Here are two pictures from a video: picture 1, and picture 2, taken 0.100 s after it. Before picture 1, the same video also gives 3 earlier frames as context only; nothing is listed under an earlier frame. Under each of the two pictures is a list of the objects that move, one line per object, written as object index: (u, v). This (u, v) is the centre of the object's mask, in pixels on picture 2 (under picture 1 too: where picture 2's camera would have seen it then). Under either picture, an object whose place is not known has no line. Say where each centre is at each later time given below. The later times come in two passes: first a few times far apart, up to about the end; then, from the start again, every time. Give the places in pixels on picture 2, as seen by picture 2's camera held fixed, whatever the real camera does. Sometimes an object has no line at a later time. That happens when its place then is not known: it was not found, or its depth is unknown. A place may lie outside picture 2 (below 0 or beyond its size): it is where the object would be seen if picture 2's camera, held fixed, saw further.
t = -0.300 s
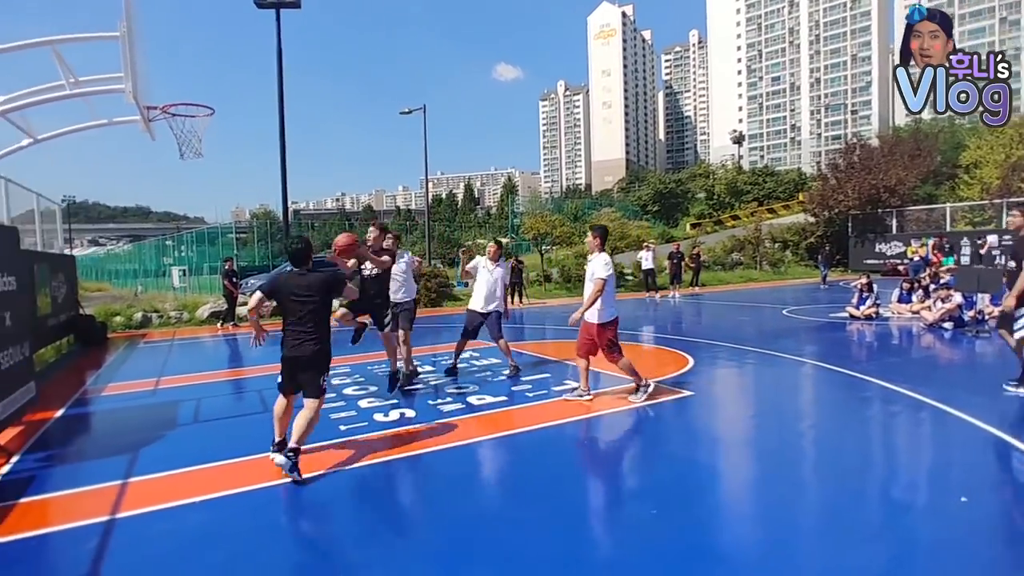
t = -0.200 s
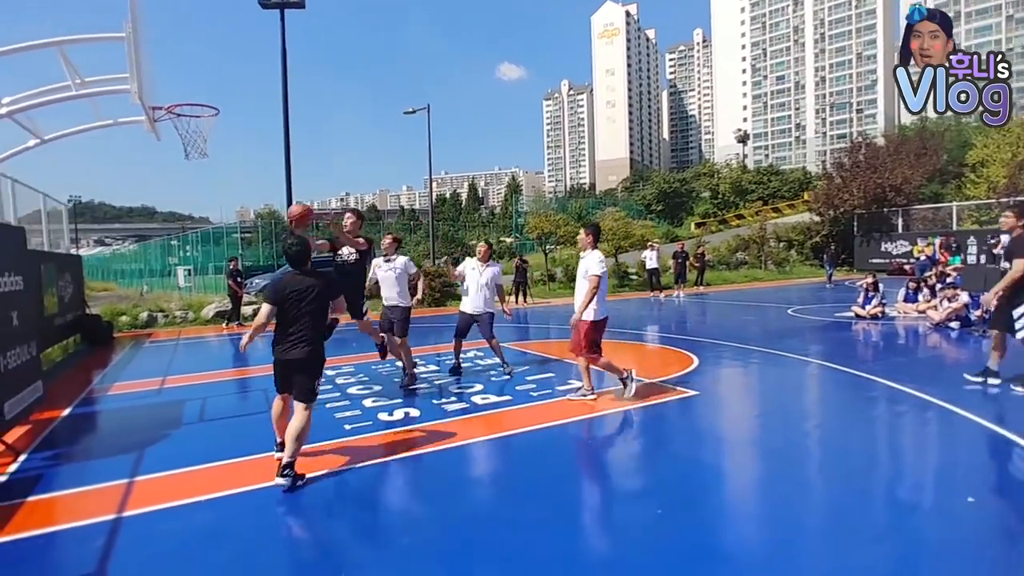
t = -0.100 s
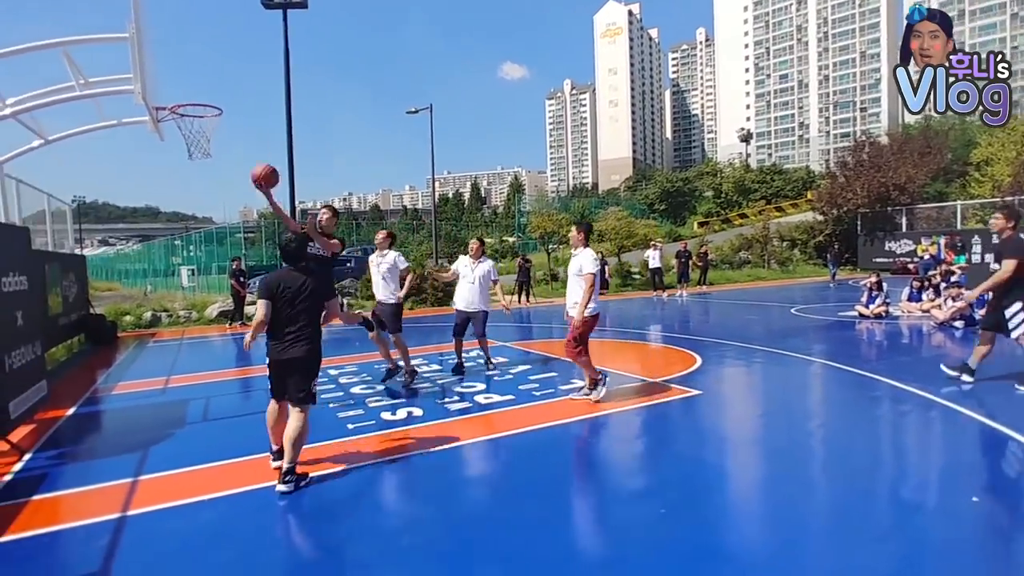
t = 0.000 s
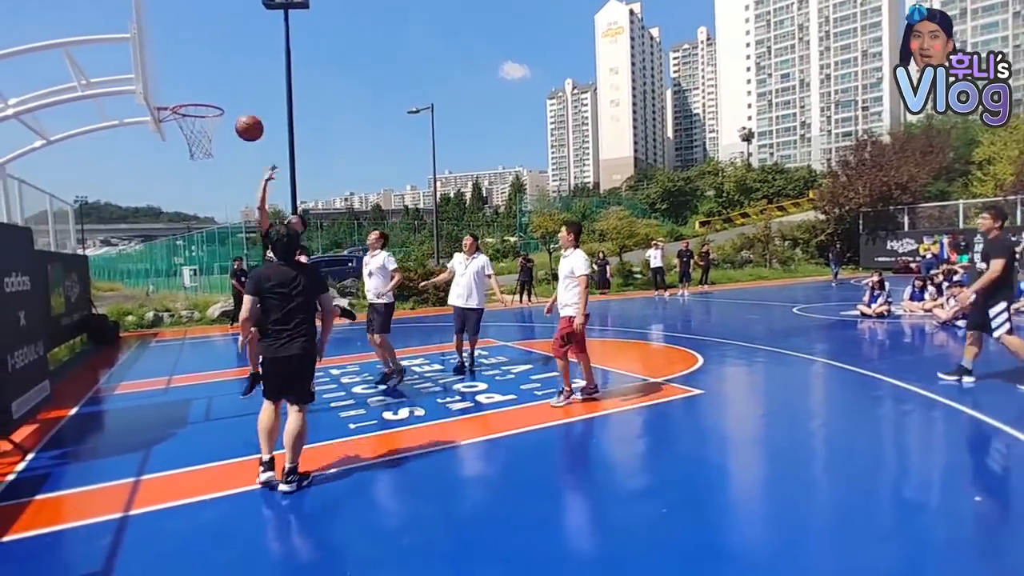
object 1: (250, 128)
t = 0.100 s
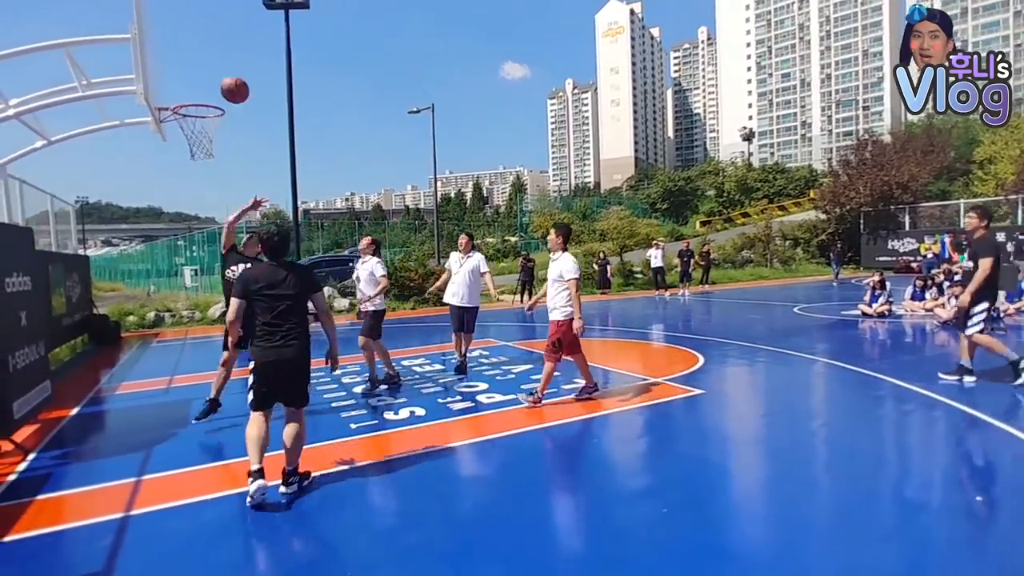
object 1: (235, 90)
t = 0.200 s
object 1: (220, 62)
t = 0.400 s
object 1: (194, 38)
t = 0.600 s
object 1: (171, 57)
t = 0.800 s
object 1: (183, 88)
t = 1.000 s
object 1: (193, 76)
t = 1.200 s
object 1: (204, 94)
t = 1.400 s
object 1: (219, 92)
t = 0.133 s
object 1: (230, 79)
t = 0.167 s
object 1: (225, 70)
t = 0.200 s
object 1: (220, 62)
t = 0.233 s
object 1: (216, 56)
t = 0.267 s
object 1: (211, 50)
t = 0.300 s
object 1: (207, 45)
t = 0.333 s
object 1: (203, 41)
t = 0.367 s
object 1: (198, 39)
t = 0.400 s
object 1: (194, 38)
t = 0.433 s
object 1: (189, 38)
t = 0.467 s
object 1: (185, 39)
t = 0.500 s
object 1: (182, 42)
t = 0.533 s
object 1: (178, 46)
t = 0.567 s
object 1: (174, 51)
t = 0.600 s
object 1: (171, 57)
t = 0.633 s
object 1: (167, 64)
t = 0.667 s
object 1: (168, 68)
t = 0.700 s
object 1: (172, 71)
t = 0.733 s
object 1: (176, 76)
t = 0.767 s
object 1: (179, 81)
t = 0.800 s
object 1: (183, 88)
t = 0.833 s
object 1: (186, 91)
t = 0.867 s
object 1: (187, 86)
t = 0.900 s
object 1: (188, 82)
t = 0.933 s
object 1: (190, 79)
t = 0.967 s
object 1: (191, 77)
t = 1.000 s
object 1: (193, 76)
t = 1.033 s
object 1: (194, 77)
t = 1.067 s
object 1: (196, 78)
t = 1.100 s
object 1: (198, 81)
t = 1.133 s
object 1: (200, 84)
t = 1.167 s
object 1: (201, 89)
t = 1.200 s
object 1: (204, 94)
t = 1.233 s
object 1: (205, 90)
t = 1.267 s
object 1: (208, 88)
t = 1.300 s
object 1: (210, 88)
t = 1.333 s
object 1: (213, 88)
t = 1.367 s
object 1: (216, 89)
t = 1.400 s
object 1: (219, 92)
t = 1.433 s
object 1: (221, 96)
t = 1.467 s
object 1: (224, 100)
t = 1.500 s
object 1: (227, 106)
